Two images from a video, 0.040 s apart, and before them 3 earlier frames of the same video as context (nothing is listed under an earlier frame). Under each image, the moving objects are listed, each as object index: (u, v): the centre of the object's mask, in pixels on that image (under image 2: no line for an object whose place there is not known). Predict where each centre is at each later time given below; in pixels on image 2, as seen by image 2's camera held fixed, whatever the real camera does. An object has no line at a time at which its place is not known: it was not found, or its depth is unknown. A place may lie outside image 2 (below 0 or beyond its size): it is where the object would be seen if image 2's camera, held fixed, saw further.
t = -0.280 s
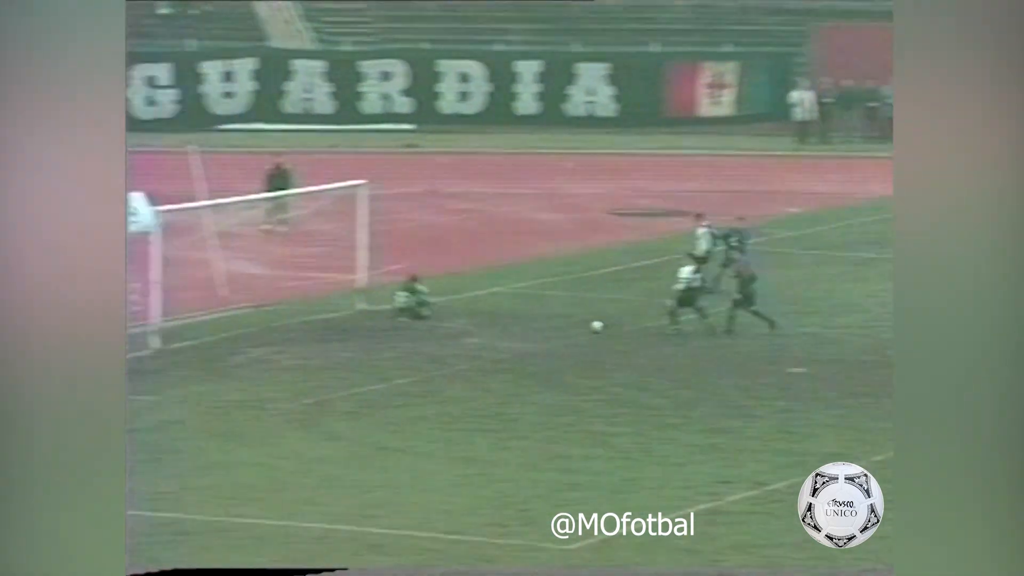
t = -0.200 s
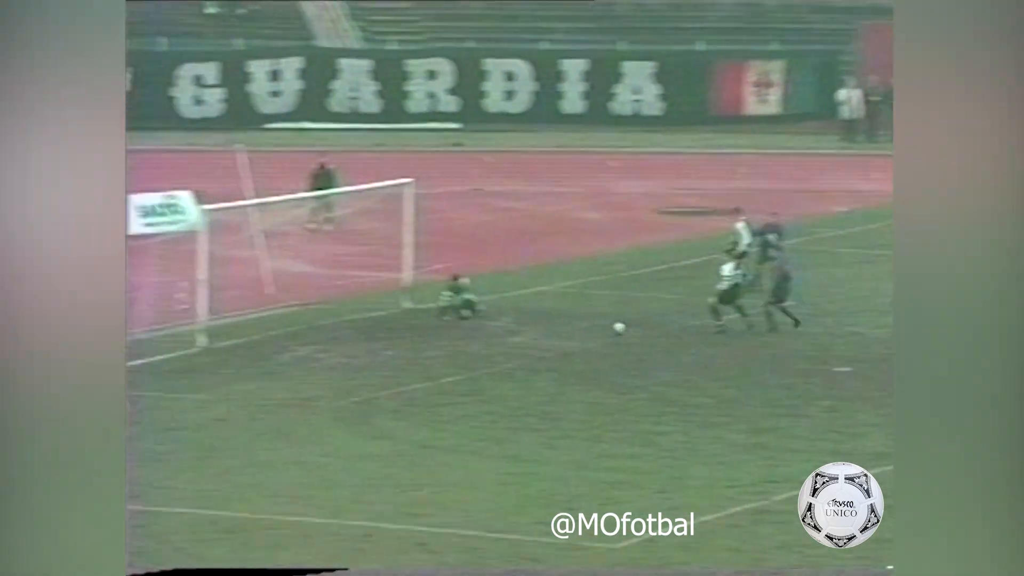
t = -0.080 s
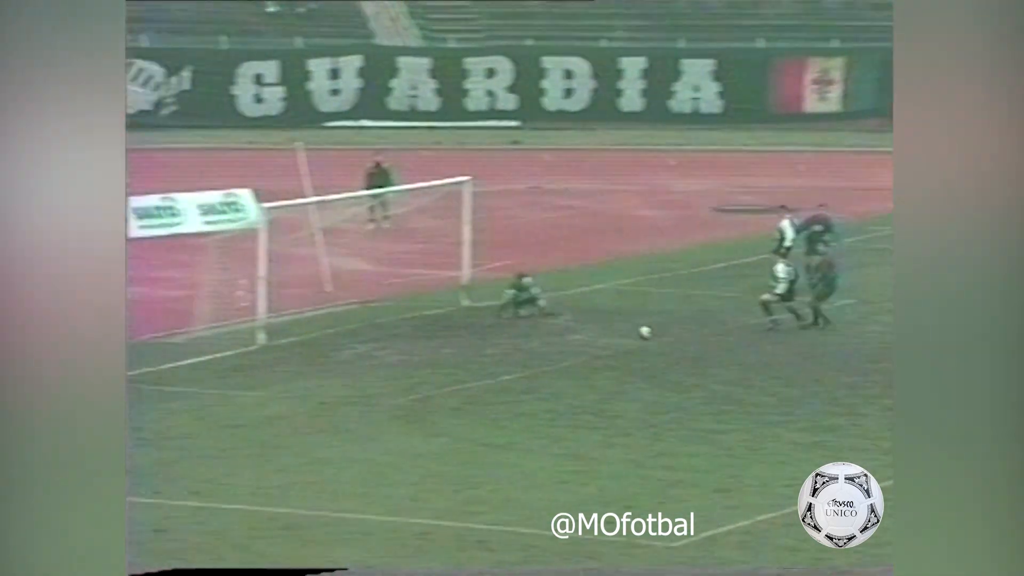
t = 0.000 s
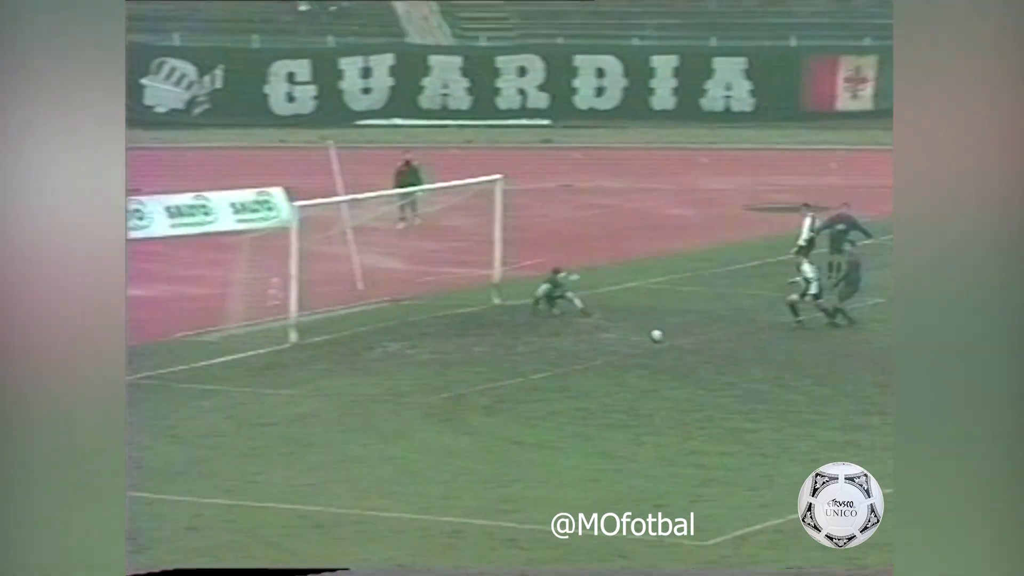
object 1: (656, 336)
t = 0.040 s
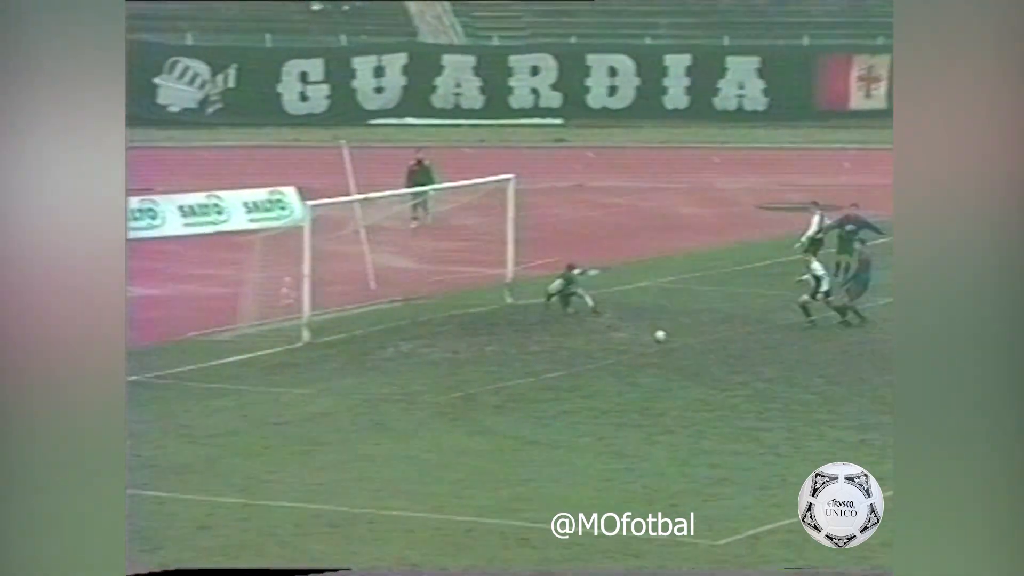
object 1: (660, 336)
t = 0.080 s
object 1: (651, 337)
